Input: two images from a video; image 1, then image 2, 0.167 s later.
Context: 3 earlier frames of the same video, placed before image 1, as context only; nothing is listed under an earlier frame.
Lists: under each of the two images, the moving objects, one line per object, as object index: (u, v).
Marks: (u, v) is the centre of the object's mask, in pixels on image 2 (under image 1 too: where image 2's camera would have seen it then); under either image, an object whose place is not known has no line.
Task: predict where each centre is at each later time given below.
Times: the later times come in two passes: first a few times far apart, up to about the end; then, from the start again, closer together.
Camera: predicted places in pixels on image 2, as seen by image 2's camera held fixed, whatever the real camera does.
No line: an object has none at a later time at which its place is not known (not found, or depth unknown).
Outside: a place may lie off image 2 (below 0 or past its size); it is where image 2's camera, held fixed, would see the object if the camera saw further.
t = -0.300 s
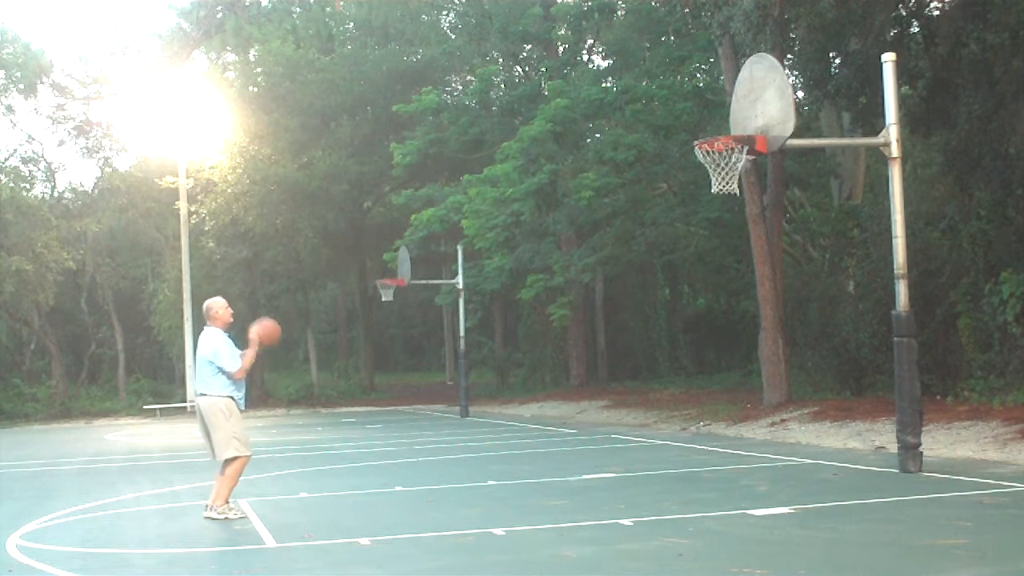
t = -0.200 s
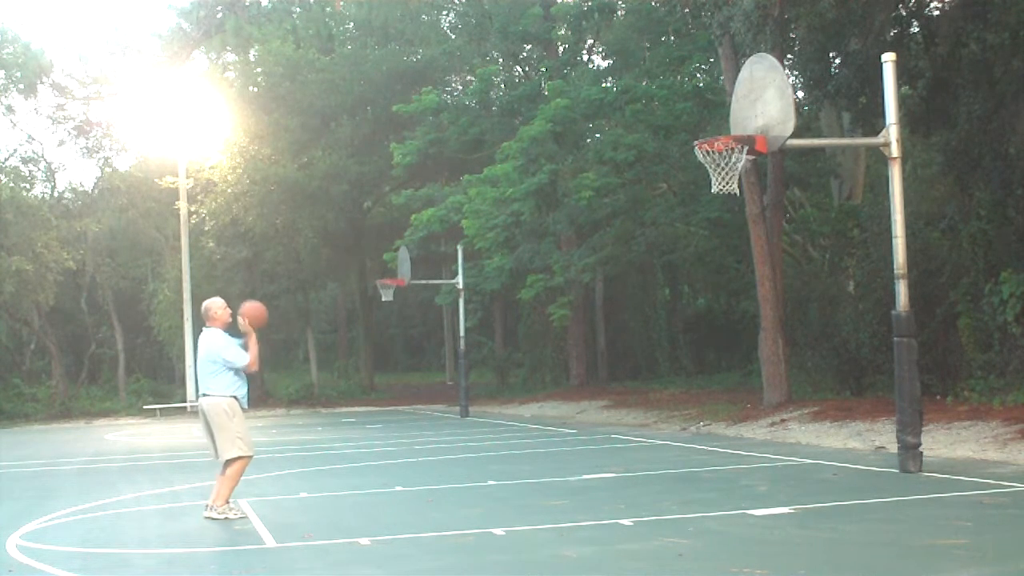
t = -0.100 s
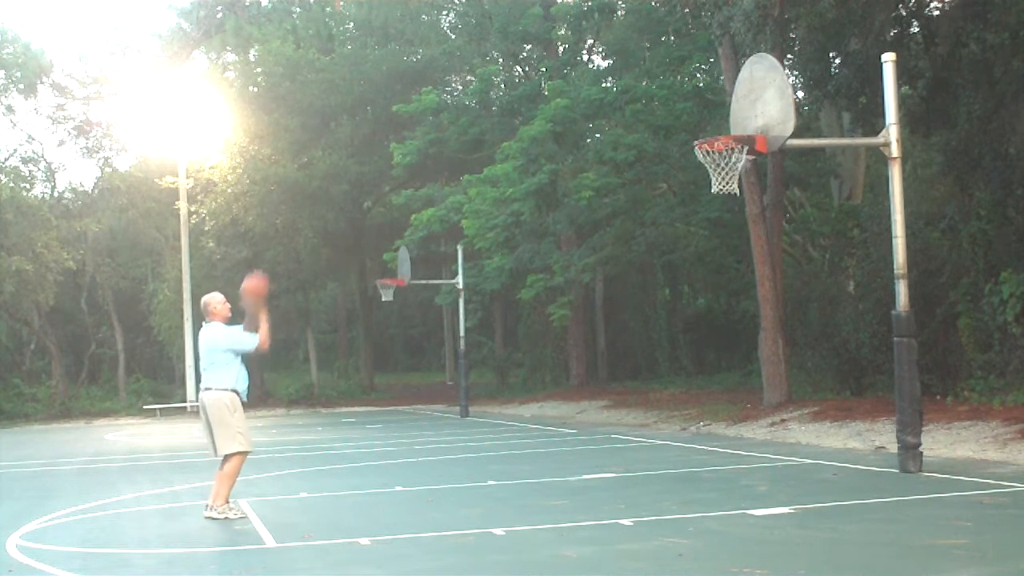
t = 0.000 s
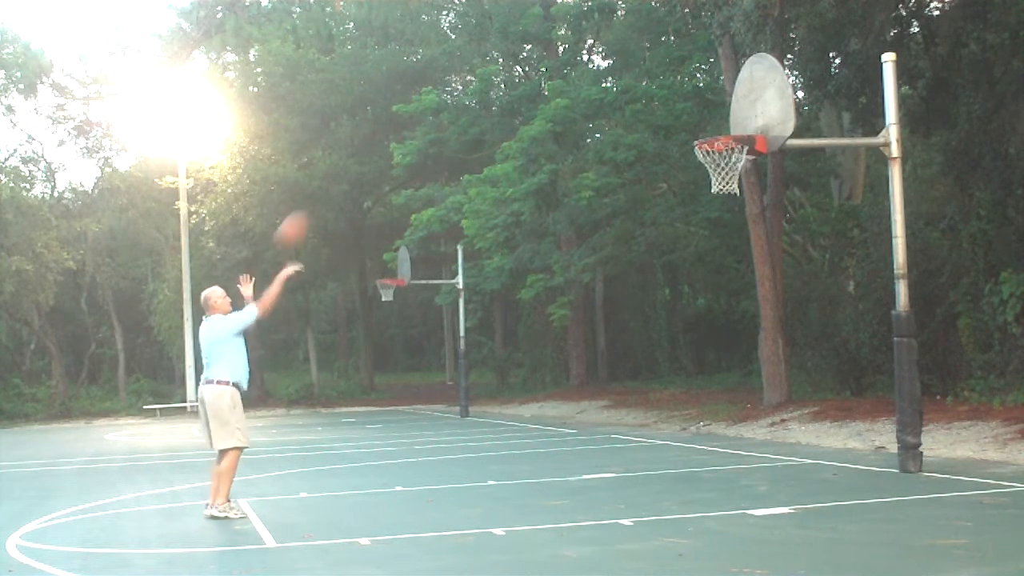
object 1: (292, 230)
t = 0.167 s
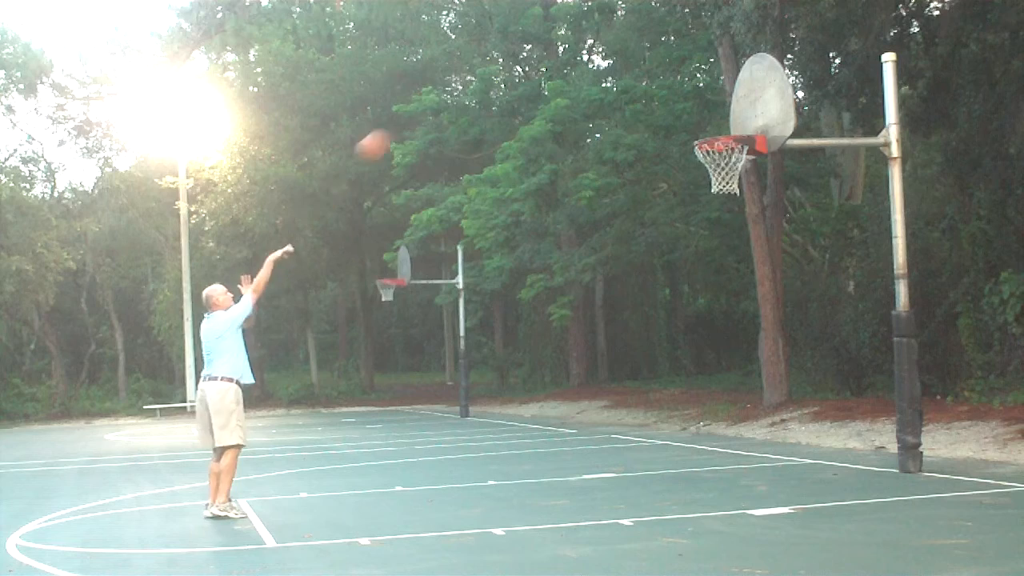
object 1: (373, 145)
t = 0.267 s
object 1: (421, 112)
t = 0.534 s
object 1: (547, 73)
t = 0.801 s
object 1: (671, 113)
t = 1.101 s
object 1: (744, 102)
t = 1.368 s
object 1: (715, 124)
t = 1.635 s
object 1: (721, 122)
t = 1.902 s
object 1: (728, 122)
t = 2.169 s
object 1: (713, 137)
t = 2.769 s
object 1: (762, 386)
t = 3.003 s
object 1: (769, 404)
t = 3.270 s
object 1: (772, 321)
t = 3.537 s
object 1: (777, 315)
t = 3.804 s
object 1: (786, 386)
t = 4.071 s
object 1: (790, 428)
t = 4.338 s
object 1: (785, 376)
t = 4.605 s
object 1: (785, 400)
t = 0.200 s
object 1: (390, 132)
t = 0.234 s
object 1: (404, 123)
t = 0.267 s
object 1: (421, 112)
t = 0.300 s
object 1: (436, 103)
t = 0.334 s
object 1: (453, 95)
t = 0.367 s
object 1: (471, 88)
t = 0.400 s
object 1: (484, 83)
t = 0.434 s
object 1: (499, 78)
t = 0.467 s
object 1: (517, 76)
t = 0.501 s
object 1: (533, 73)
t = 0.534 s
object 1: (547, 73)
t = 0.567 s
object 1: (563, 74)
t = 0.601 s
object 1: (578, 75)
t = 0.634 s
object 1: (592, 78)
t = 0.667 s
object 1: (610, 82)
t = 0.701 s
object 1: (626, 89)
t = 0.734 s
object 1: (641, 95)
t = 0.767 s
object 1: (656, 103)
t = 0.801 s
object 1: (671, 113)
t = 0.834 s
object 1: (686, 123)
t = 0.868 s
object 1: (698, 126)
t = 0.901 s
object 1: (704, 119)
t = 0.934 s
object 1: (711, 114)
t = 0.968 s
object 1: (717, 109)
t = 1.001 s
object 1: (724, 105)
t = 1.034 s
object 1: (730, 103)
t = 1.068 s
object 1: (737, 102)
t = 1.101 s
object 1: (744, 102)
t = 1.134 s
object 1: (746, 102)
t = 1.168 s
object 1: (741, 102)
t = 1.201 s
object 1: (737, 103)
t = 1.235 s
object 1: (732, 105)
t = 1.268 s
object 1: (727, 108)
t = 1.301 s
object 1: (723, 113)
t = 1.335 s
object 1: (718, 118)
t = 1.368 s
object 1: (715, 124)
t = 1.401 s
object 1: (713, 128)
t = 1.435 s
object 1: (713, 127)
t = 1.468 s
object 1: (713, 128)
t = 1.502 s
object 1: (714, 129)
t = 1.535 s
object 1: (714, 130)
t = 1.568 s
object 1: (716, 127)
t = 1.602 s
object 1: (719, 124)
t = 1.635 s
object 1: (721, 122)
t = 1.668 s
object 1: (724, 121)
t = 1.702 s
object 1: (726, 120)
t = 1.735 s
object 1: (729, 120)
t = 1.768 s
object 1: (731, 121)
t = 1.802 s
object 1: (734, 123)
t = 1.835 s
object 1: (735, 125)
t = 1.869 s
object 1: (732, 123)
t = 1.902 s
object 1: (728, 122)
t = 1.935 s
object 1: (725, 123)
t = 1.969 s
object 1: (721, 123)
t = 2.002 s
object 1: (717, 125)
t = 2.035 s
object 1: (714, 129)
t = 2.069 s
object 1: (709, 132)
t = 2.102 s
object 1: (707, 135)
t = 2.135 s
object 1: (710, 135)
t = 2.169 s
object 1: (713, 137)
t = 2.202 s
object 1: (720, 150)
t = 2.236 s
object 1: (722, 156)
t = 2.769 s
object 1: (762, 386)
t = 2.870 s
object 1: (771, 466)
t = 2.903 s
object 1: (771, 456)
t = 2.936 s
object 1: (771, 439)
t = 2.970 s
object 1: (769, 418)
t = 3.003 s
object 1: (769, 404)
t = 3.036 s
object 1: (770, 390)
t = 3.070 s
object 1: (770, 377)
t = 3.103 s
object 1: (770, 364)
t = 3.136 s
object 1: (770, 354)
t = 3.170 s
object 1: (771, 344)
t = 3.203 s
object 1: (771, 335)
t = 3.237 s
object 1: (772, 327)
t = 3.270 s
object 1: (772, 321)
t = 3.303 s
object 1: (773, 316)
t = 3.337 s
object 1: (773, 313)
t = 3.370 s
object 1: (773, 310)
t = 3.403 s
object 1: (774, 309)
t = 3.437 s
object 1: (774, 309)
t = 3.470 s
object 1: (775, 310)
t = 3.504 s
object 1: (776, 312)
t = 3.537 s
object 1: (777, 315)
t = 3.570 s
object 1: (778, 320)
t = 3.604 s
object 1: (779, 325)
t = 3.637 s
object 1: (780, 332)
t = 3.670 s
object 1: (781, 340)
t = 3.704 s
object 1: (782, 349)
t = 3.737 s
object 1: (783, 360)
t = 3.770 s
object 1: (784, 372)
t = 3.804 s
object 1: (786, 386)
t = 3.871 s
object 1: (789, 416)
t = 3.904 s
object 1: (790, 435)
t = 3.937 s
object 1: (792, 455)
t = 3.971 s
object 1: (793, 467)
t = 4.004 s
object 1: (791, 454)
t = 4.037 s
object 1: (791, 439)
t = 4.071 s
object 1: (790, 428)
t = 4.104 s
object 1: (788, 416)
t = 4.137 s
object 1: (788, 408)
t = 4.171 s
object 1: (787, 399)
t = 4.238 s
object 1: (787, 385)
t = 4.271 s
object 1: (786, 381)
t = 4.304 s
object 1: (786, 378)
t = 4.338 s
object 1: (785, 376)
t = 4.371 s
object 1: (785, 375)
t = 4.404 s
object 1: (785, 375)
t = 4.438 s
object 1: (785, 377)
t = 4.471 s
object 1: (785, 378)
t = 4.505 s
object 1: (785, 382)
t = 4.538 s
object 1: (785, 387)
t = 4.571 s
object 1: (785, 393)
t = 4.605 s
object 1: (785, 400)
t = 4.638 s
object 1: (785, 409)
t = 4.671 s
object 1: (785, 420)
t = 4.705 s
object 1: (786, 433)
